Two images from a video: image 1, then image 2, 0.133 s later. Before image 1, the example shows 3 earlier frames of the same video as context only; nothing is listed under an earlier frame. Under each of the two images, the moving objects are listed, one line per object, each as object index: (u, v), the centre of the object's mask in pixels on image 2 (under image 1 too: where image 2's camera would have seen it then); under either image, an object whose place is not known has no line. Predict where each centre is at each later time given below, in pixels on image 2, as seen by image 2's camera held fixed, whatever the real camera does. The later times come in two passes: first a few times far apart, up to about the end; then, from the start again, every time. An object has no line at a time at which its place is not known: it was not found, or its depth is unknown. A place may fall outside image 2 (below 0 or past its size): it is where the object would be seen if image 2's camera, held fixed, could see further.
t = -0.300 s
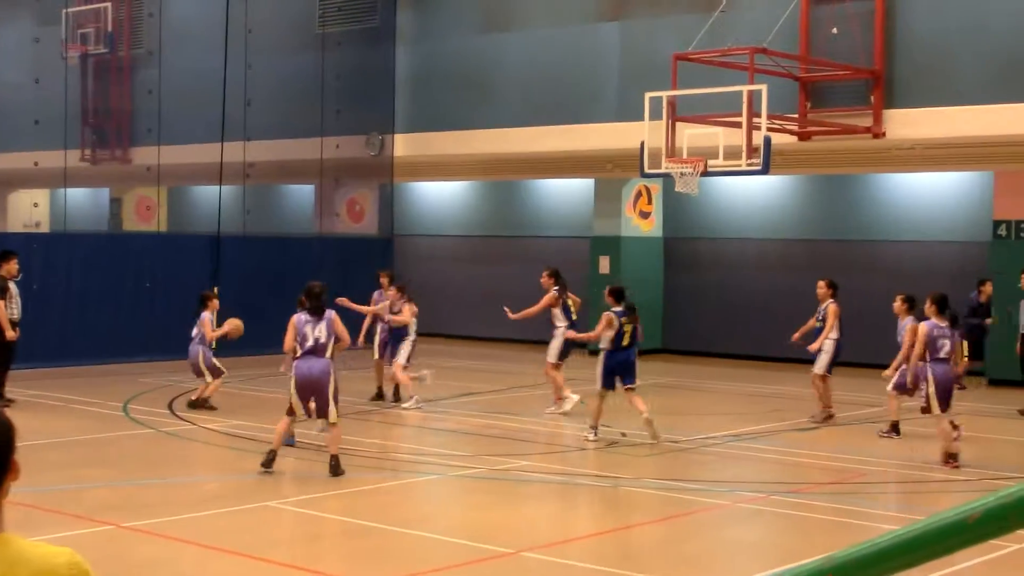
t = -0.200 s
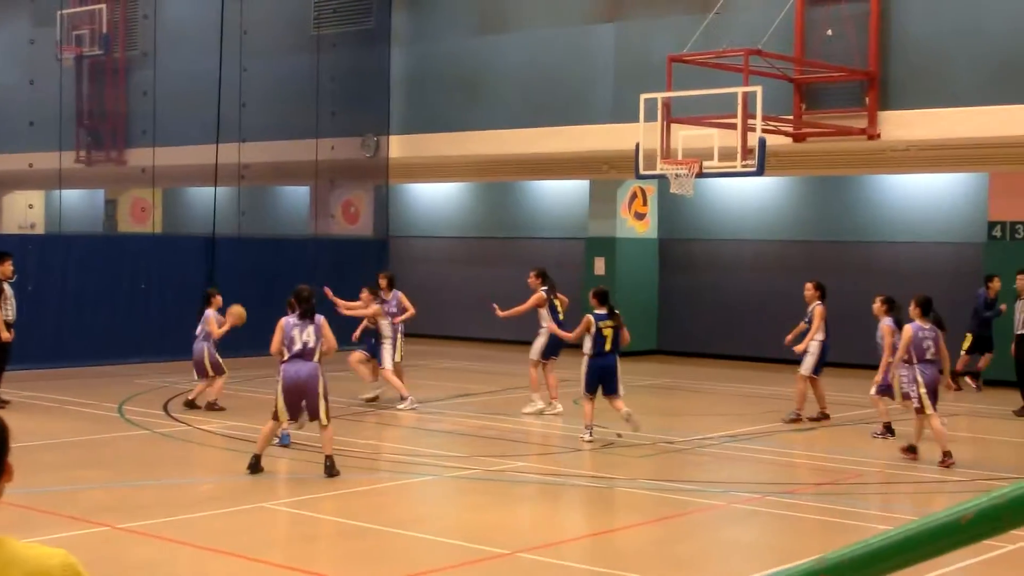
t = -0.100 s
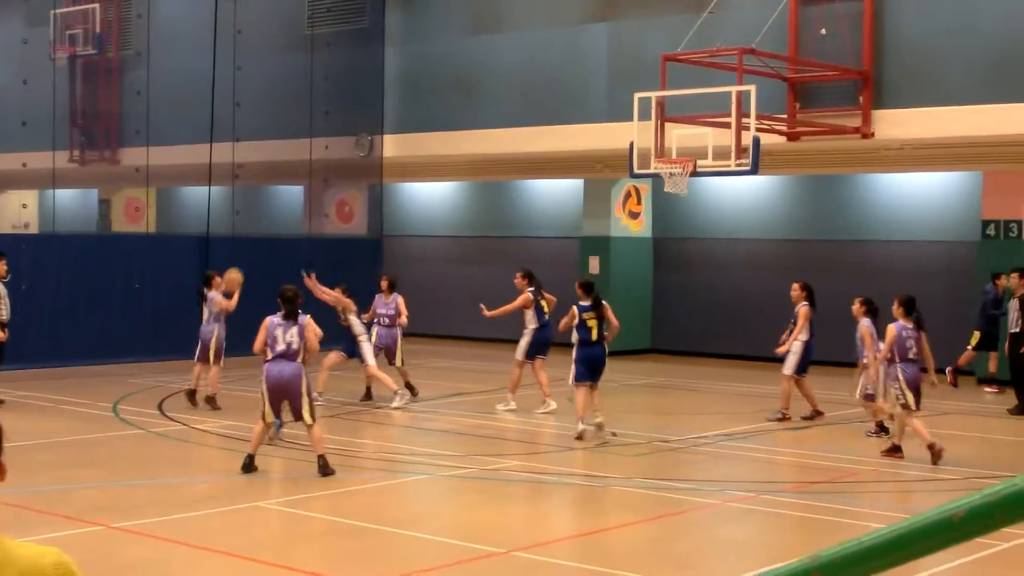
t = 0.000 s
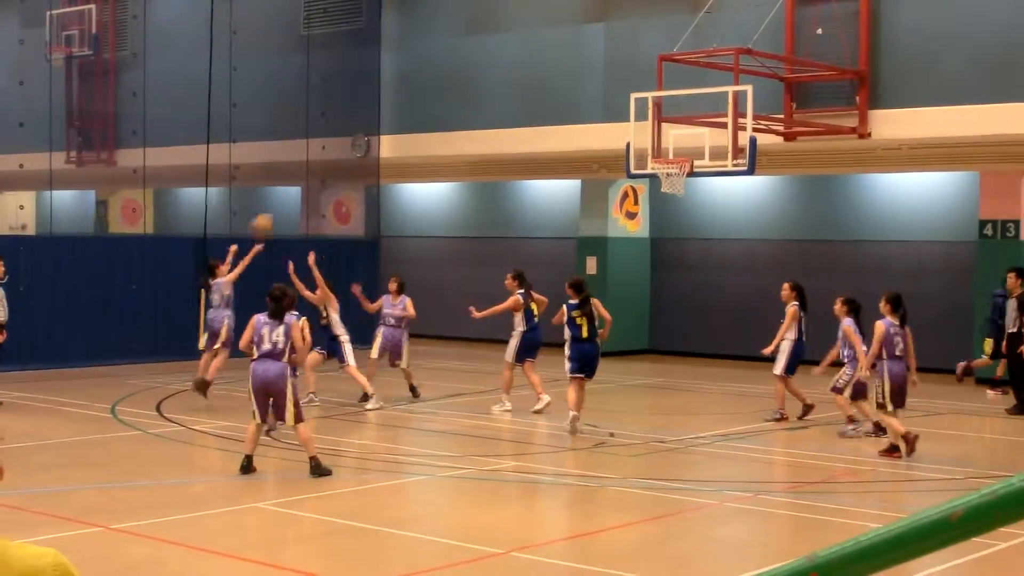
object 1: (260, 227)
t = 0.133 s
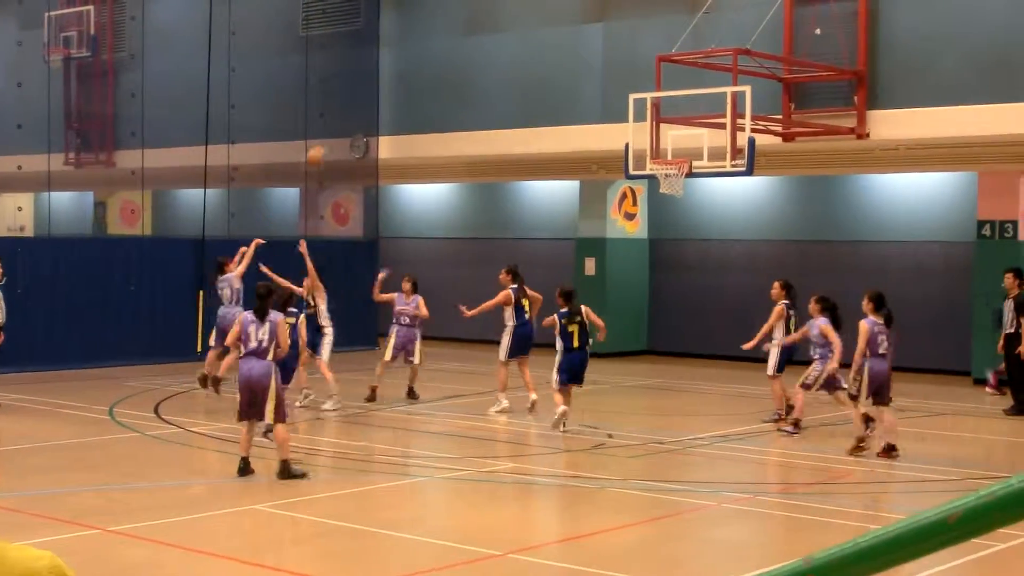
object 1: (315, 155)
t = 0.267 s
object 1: (368, 106)
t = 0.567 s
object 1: (480, 44)
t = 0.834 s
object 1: (571, 52)
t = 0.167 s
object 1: (330, 142)
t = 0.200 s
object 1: (344, 128)
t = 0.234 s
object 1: (356, 116)
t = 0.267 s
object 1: (368, 106)
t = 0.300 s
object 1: (382, 94)
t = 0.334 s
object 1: (395, 84)
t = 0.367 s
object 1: (408, 76)
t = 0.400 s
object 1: (420, 68)
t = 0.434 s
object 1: (432, 61)
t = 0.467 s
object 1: (445, 56)
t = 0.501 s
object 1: (456, 51)
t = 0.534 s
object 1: (468, 47)
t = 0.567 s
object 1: (480, 44)
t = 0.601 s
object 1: (492, 42)
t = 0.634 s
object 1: (502, 41)
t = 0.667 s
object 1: (515, 40)
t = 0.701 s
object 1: (526, 41)
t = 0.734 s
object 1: (537, 43)
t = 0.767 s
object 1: (549, 45)
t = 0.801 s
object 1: (560, 49)
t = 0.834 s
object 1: (571, 52)
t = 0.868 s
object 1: (582, 57)
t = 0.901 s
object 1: (593, 63)
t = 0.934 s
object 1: (603, 70)
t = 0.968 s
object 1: (615, 77)
